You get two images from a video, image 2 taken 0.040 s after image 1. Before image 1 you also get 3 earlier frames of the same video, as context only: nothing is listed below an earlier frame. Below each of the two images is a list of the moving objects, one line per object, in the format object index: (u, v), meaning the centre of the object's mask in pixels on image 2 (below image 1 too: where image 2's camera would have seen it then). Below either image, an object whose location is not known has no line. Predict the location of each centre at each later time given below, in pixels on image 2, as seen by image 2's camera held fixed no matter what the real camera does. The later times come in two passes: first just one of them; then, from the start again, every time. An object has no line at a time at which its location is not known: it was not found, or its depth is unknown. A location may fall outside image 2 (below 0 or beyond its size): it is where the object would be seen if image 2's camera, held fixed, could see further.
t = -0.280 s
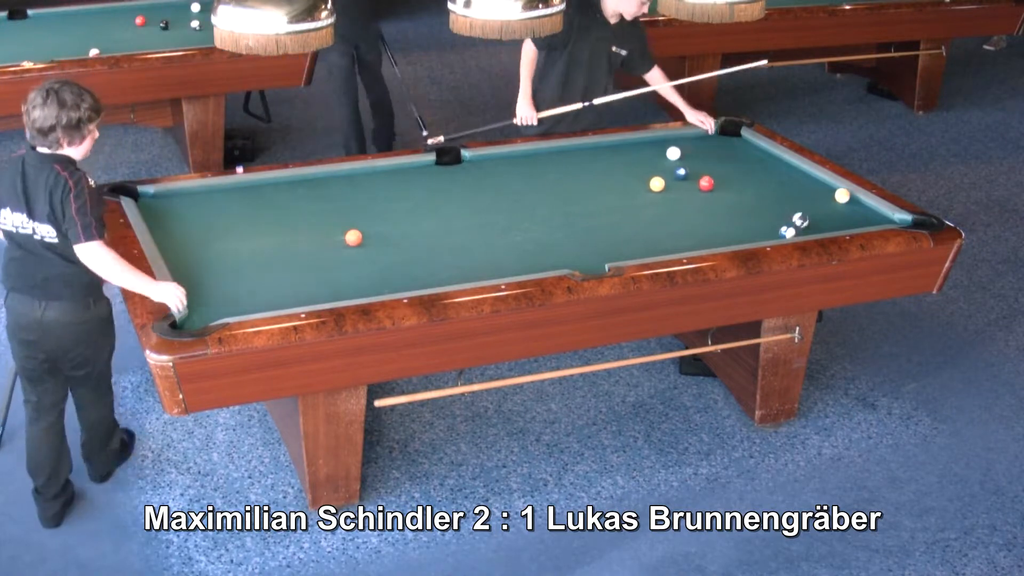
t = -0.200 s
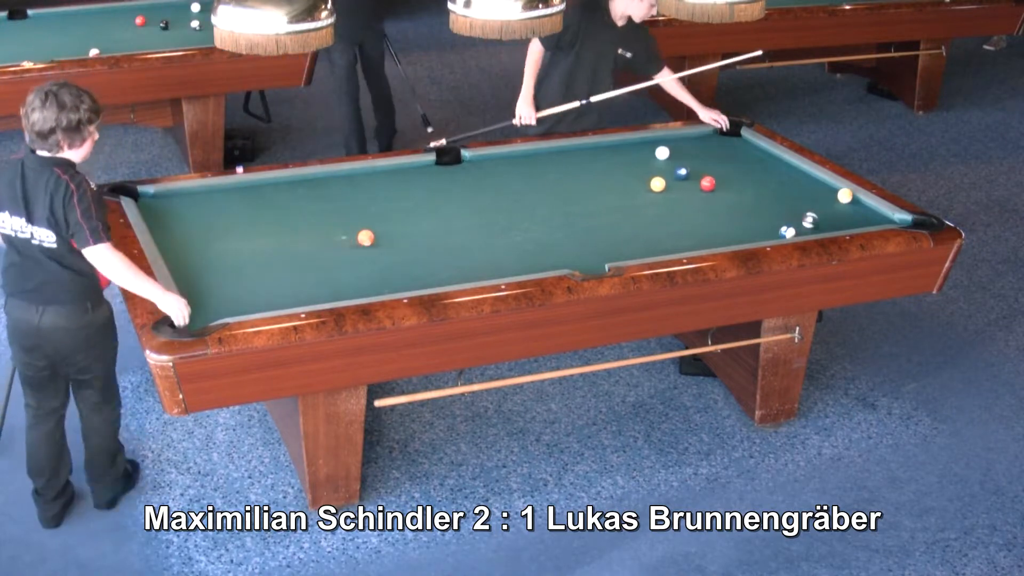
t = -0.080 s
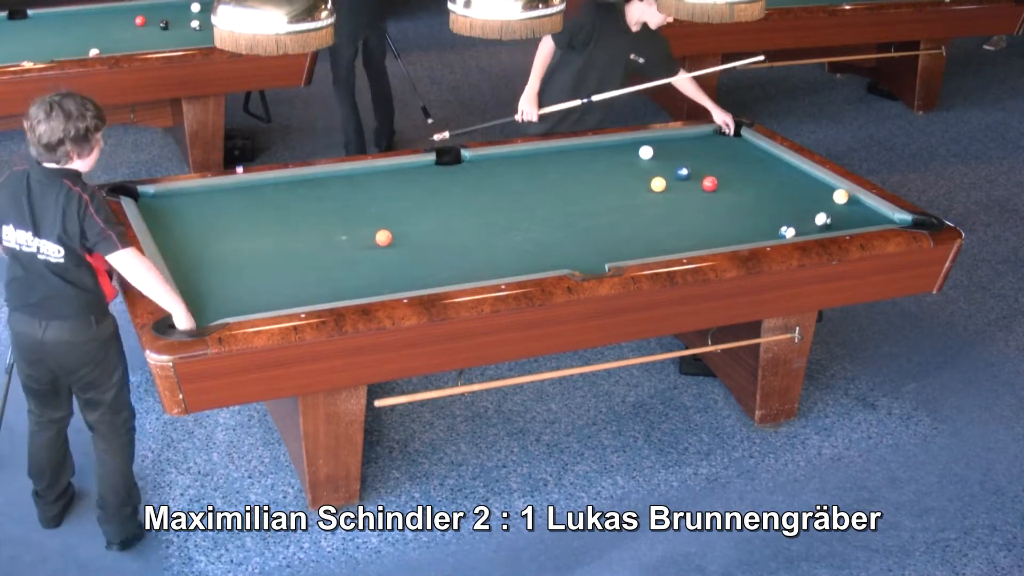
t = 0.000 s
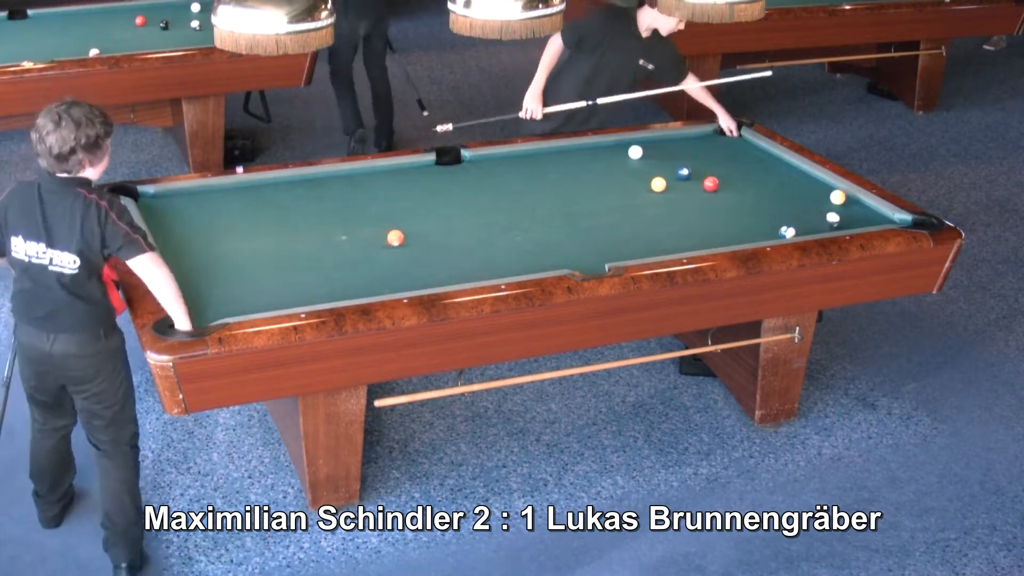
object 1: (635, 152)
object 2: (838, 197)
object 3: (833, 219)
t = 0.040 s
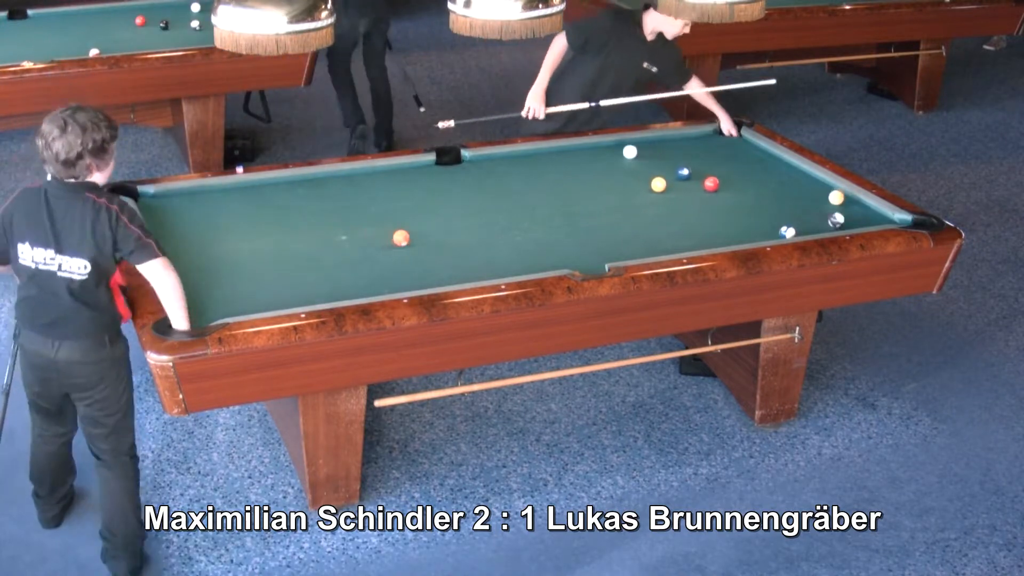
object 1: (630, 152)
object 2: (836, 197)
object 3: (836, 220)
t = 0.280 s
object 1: (598, 151)
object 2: (829, 199)
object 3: (861, 219)
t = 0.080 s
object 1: (624, 152)
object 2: (835, 198)
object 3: (840, 220)
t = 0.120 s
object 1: (619, 151)
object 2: (833, 198)
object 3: (844, 220)
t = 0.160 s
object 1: (614, 151)
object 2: (832, 198)
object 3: (849, 220)
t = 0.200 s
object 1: (609, 151)
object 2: (831, 199)
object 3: (852, 220)
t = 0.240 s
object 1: (604, 151)
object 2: (830, 199)
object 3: (856, 219)
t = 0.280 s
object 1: (598, 151)
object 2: (829, 199)
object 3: (861, 219)
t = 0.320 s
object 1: (593, 151)
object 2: (828, 200)
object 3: (864, 220)
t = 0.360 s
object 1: (589, 150)
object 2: (826, 200)
